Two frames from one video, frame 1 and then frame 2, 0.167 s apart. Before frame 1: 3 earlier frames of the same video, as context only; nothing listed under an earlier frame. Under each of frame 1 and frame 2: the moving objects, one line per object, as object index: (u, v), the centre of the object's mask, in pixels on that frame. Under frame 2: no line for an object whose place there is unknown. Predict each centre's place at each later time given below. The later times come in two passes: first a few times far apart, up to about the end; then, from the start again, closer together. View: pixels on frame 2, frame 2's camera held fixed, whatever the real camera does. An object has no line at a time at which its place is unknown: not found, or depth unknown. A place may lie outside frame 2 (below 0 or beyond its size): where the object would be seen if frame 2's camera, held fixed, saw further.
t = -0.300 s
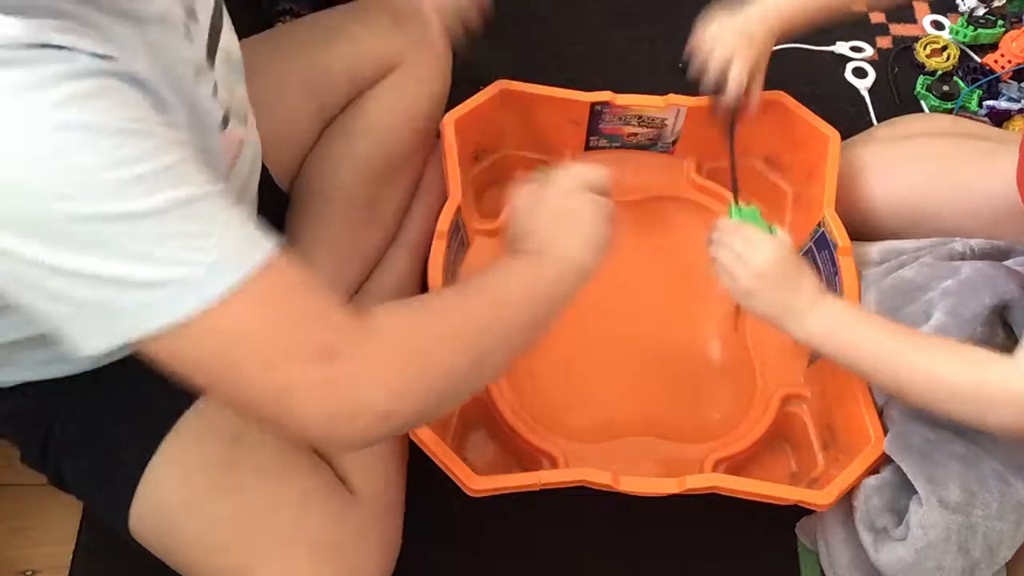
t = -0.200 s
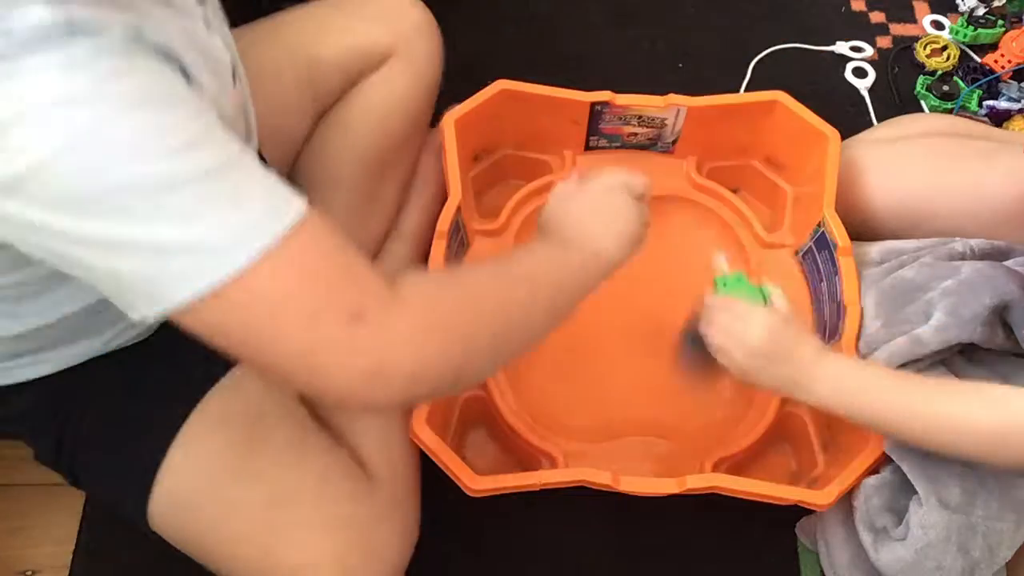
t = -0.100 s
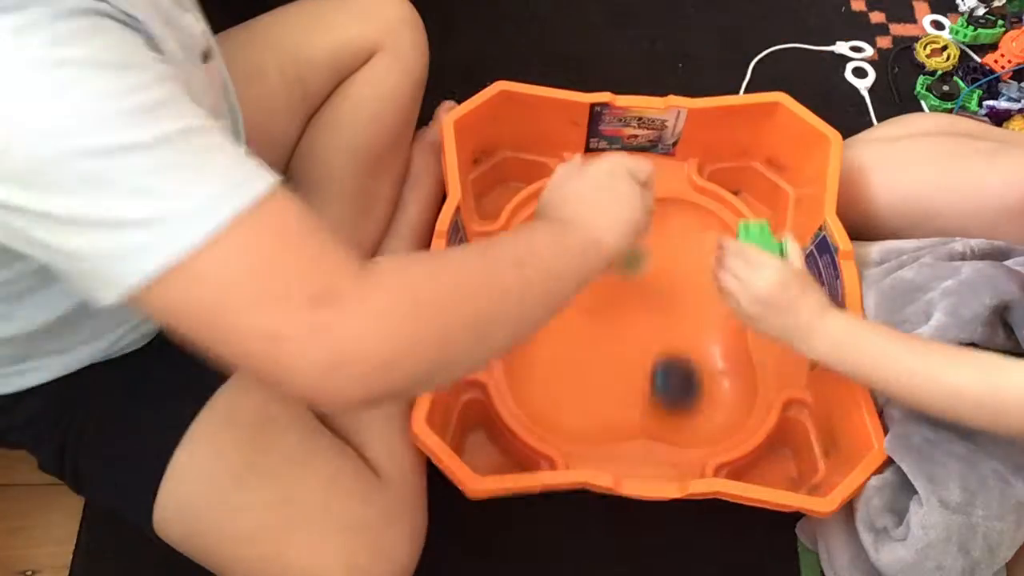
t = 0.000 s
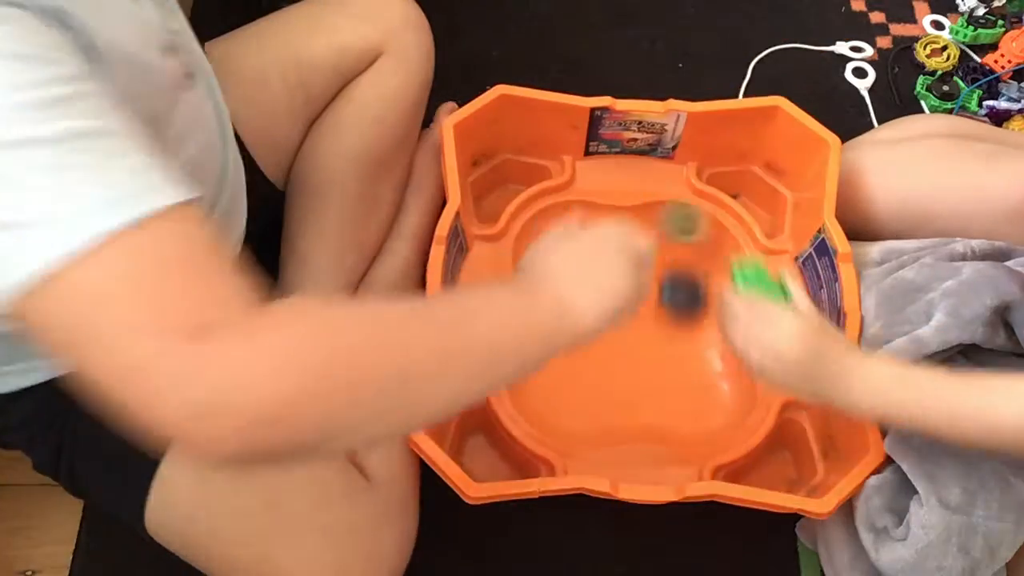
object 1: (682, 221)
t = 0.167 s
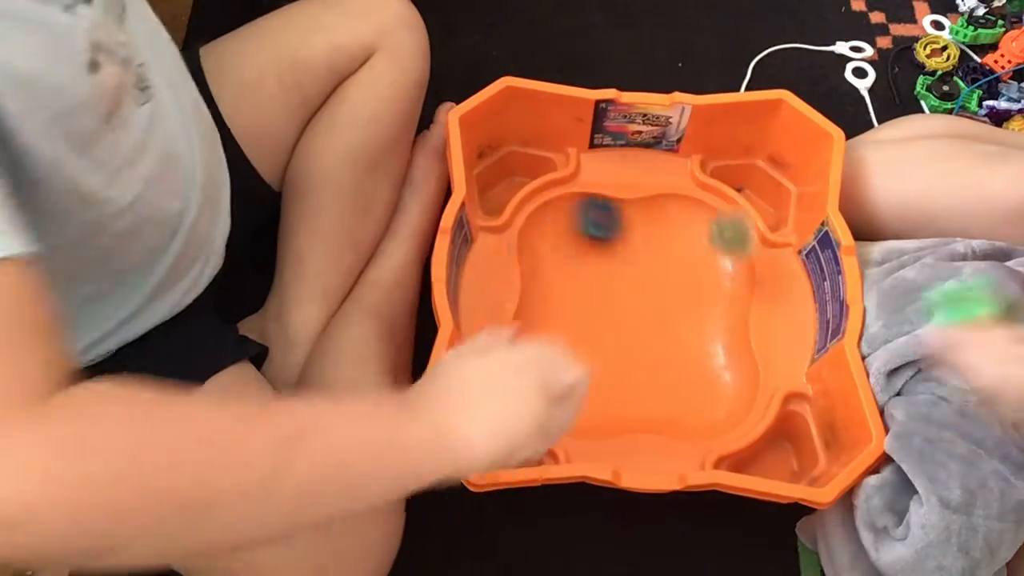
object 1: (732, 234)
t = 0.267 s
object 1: (720, 308)
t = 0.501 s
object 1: (642, 306)
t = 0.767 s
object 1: (708, 207)
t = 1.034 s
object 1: (585, 300)
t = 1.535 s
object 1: (710, 285)
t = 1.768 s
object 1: (573, 224)
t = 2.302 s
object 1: (721, 312)
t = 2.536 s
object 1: (572, 191)
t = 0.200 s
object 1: (732, 255)
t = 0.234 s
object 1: (733, 285)
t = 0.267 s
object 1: (720, 308)
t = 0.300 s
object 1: (685, 313)
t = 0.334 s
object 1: (652, 313)
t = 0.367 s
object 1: (618, 309)
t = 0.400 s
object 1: (610, 305)
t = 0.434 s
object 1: (620, 307)
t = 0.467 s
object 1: (630, 308)
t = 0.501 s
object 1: (642, 306)
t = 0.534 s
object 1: (656, 302)
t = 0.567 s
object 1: (670, 293)
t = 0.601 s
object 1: (686, 282)
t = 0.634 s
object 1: (699, 270)
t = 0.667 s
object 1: (709, 254)
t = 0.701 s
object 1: (716, 236)
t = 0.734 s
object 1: (716, 218)
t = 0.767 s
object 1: (708, 207)
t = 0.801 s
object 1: (696, 201)
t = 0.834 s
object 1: (680, 200)
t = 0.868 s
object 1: (665, 208)
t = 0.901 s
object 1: (646, 223)
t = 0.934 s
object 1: (627, 243)
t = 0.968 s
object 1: (608, 263)
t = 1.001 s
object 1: (594, 282)
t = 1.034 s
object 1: (585, 300)
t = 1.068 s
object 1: (580, 321)
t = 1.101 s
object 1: (582, 344)
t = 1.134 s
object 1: (588, 366)
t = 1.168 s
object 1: (601, 387)
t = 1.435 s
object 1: (736, 335)
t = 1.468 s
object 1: (730, 313)
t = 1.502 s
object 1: (721, 297)
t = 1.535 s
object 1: (710, 285)
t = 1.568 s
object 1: (699, 264)
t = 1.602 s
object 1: (681, 240)
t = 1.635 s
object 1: (662, 221)
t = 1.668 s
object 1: (644, 212)
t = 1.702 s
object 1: (623, 210)
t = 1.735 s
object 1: (600, 214)
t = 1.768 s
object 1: (573, 224)
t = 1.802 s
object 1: (544, 242)
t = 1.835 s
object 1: (534, 258)
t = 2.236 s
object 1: (741, 359)
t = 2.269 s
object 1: (732, 333)
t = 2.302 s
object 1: (721, 312)
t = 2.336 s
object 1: (706, 290)
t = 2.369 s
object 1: (687, 262)
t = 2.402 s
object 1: (664, 233)
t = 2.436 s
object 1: (643, 210)
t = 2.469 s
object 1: (621, 199)
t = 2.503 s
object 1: (597, 191)
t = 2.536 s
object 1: (572, 191)
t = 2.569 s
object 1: (553, 201)
